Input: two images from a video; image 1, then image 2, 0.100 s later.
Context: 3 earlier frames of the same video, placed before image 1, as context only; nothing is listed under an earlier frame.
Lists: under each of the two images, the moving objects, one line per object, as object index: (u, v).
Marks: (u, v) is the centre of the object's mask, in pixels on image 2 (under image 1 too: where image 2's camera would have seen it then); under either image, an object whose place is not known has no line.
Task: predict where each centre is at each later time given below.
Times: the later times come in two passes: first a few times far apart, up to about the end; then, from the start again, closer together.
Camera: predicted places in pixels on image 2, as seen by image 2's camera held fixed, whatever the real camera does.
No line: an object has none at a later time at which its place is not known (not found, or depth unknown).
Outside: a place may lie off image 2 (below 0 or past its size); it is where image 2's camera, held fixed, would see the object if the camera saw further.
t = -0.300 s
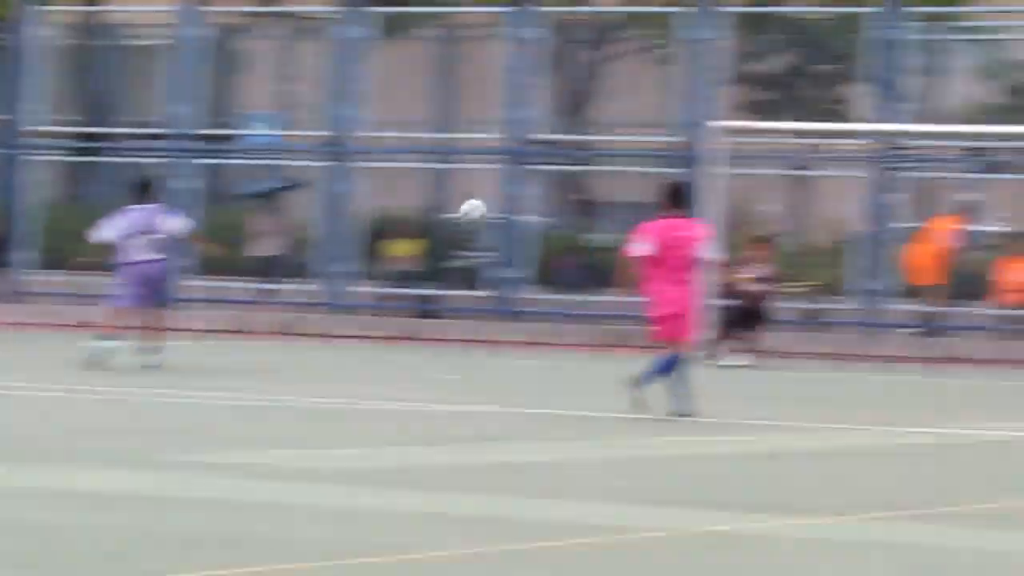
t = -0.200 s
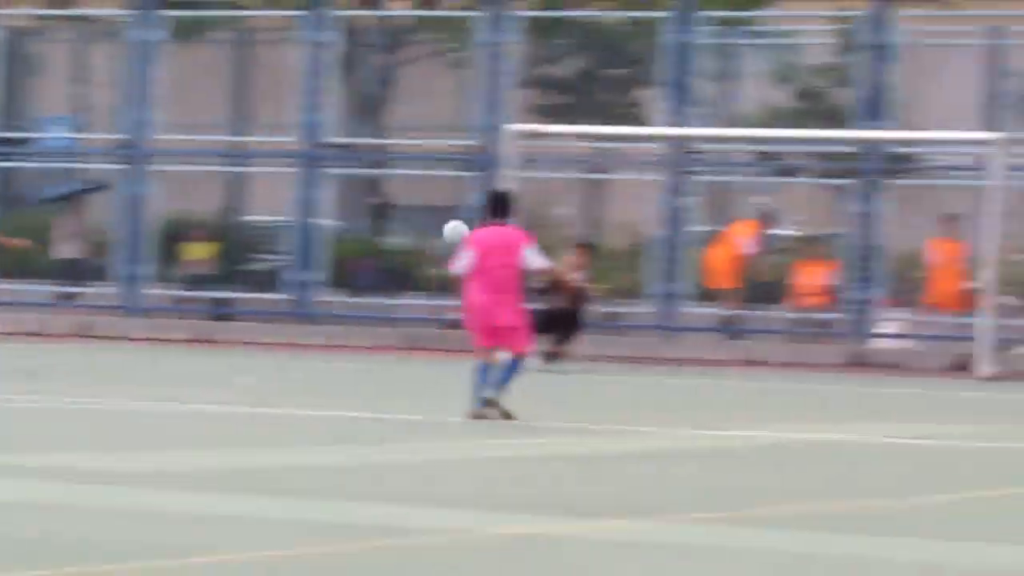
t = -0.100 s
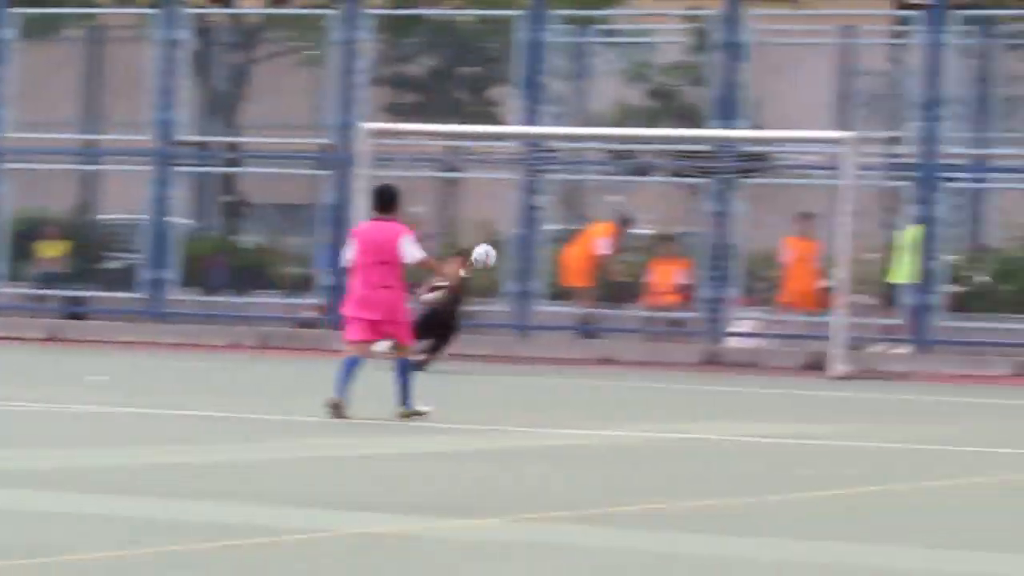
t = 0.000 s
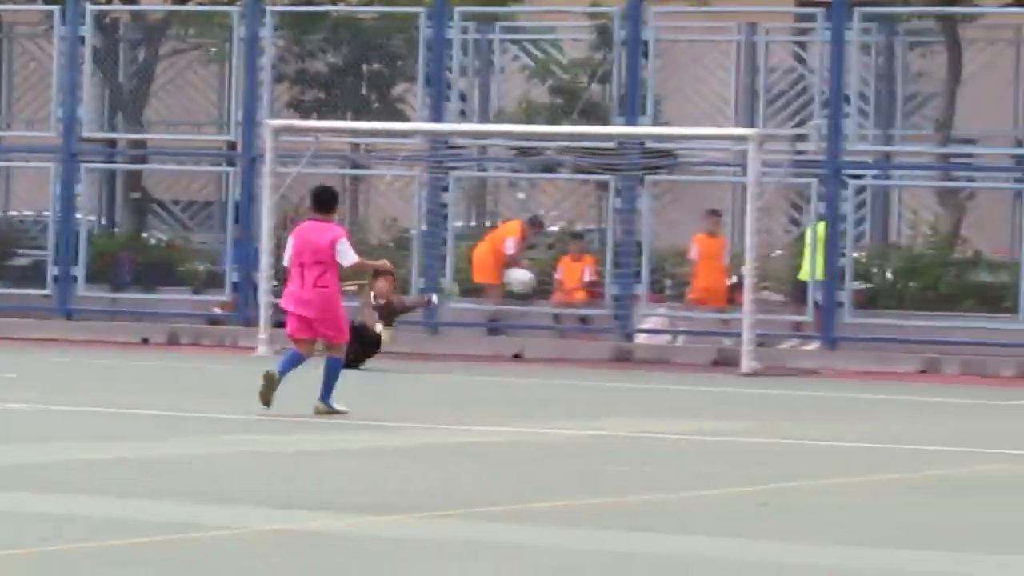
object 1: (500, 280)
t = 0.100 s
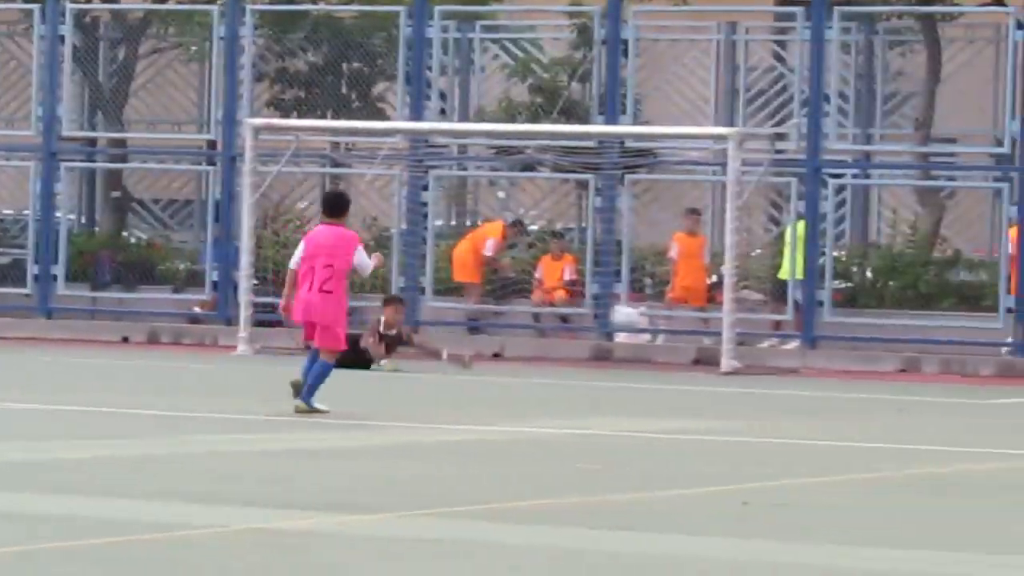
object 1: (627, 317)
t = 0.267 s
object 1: (801, 346)
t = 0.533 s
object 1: (1003, 302)
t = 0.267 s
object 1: (801, 346)
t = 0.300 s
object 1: (827, 337)
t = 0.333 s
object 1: (853, 329)
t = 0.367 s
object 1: (877, 320)
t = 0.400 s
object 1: (904, 313)
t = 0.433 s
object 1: (929, 310)
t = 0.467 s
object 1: (953, 305)
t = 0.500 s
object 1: (978, 304)
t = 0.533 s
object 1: (1003, 302)
